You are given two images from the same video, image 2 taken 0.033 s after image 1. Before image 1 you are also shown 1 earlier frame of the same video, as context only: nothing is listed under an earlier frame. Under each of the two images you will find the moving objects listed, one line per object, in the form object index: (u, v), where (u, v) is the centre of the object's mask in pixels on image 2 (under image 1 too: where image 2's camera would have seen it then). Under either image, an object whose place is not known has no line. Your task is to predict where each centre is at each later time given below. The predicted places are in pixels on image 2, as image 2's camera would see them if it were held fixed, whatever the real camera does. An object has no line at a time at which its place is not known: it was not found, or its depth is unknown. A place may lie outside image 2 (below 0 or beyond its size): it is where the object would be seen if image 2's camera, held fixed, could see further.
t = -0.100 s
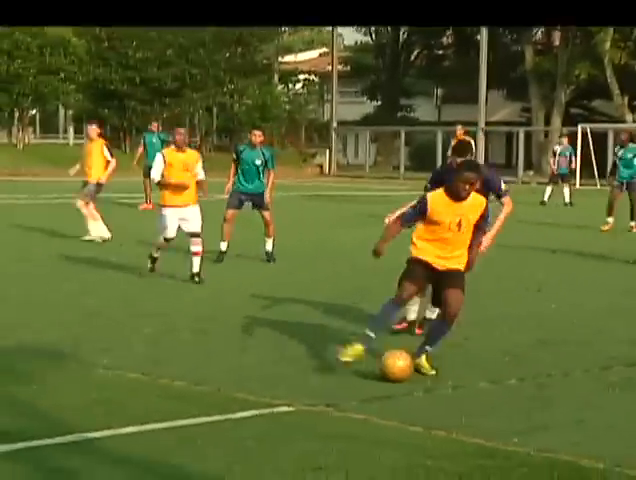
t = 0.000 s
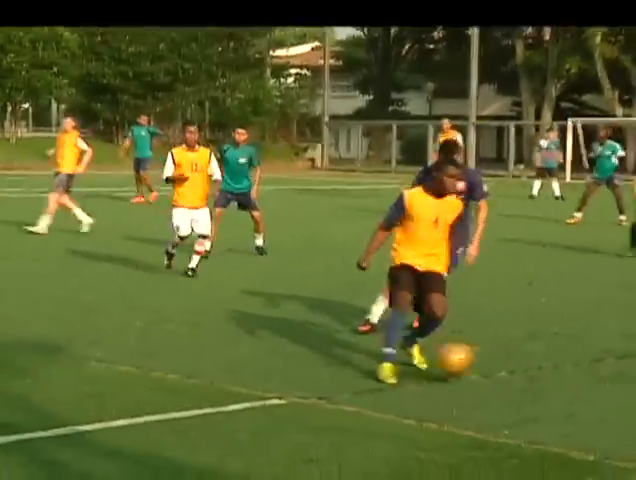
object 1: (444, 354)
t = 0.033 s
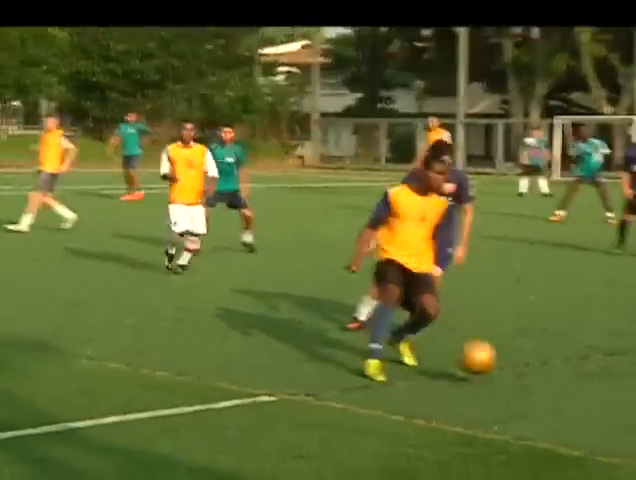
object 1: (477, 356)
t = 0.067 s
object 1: (512, 360)
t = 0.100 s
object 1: (546, 365)
